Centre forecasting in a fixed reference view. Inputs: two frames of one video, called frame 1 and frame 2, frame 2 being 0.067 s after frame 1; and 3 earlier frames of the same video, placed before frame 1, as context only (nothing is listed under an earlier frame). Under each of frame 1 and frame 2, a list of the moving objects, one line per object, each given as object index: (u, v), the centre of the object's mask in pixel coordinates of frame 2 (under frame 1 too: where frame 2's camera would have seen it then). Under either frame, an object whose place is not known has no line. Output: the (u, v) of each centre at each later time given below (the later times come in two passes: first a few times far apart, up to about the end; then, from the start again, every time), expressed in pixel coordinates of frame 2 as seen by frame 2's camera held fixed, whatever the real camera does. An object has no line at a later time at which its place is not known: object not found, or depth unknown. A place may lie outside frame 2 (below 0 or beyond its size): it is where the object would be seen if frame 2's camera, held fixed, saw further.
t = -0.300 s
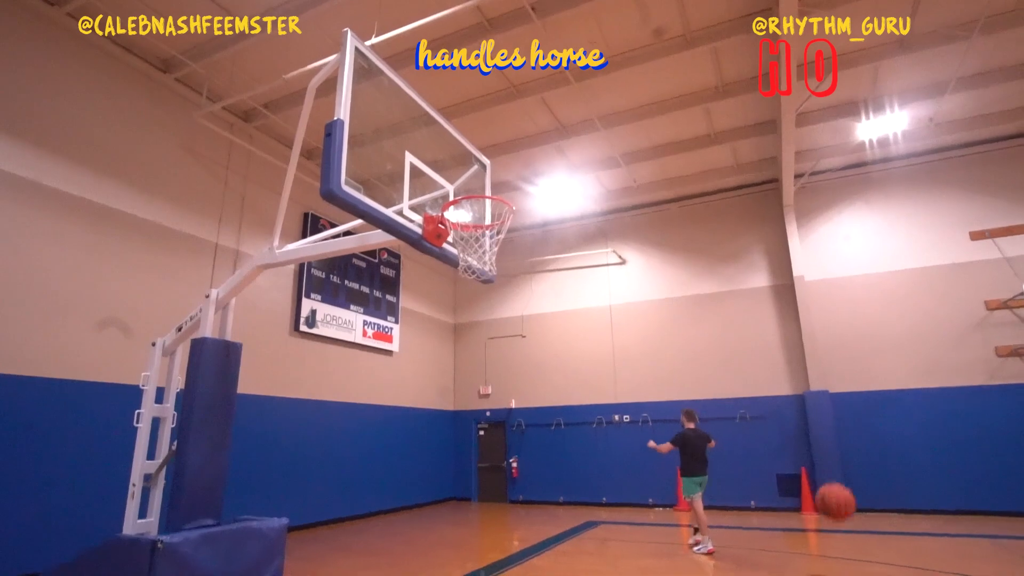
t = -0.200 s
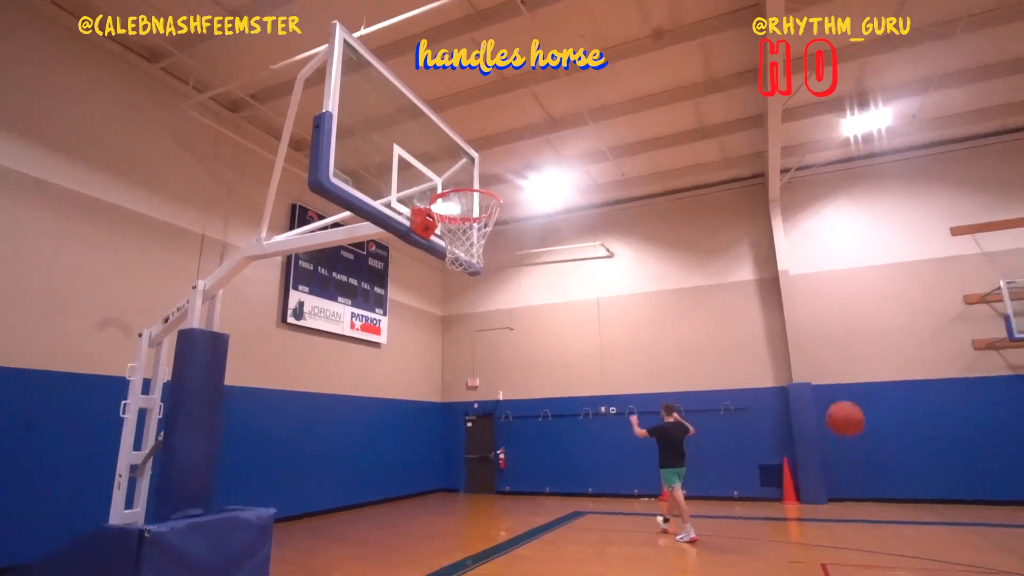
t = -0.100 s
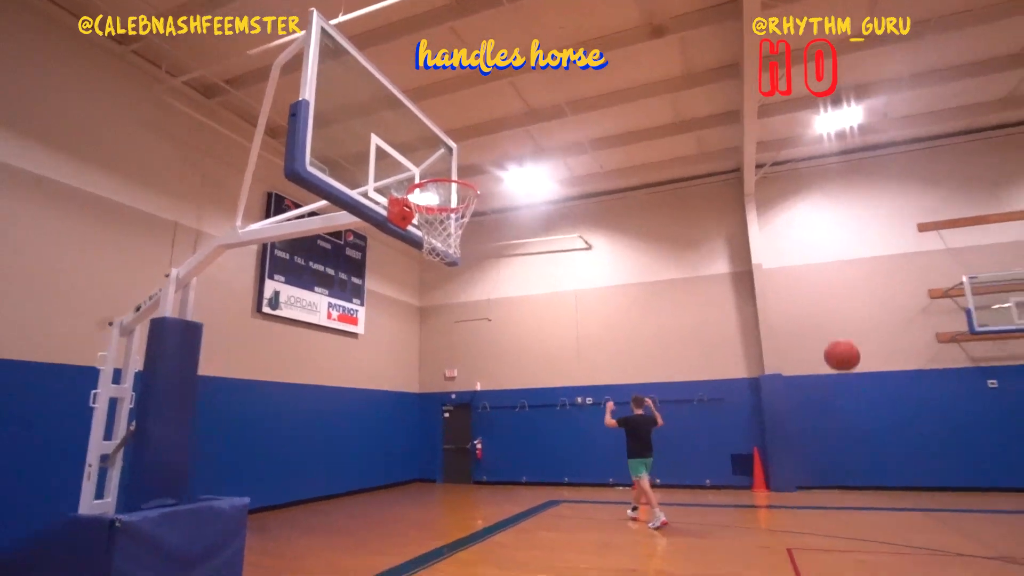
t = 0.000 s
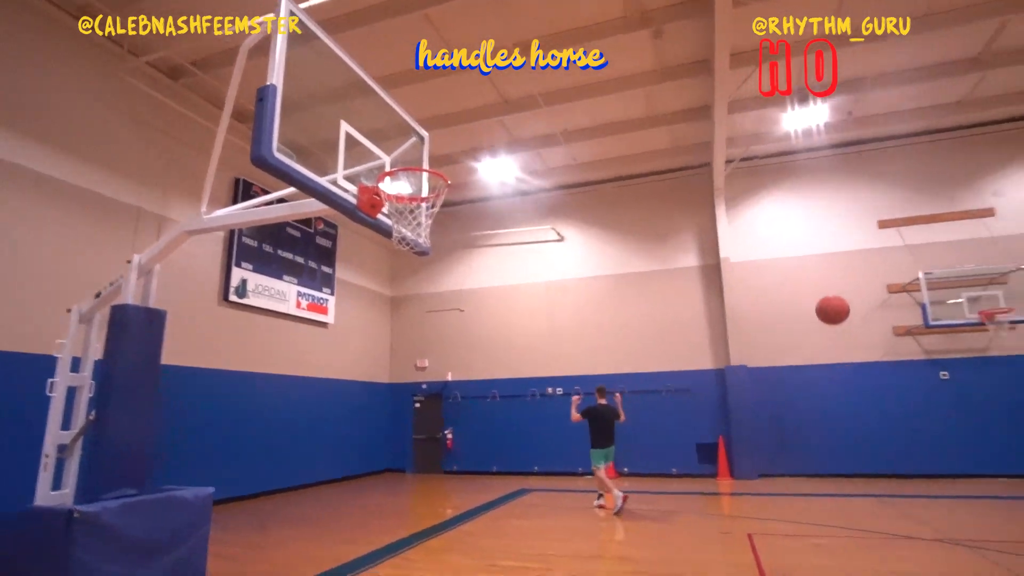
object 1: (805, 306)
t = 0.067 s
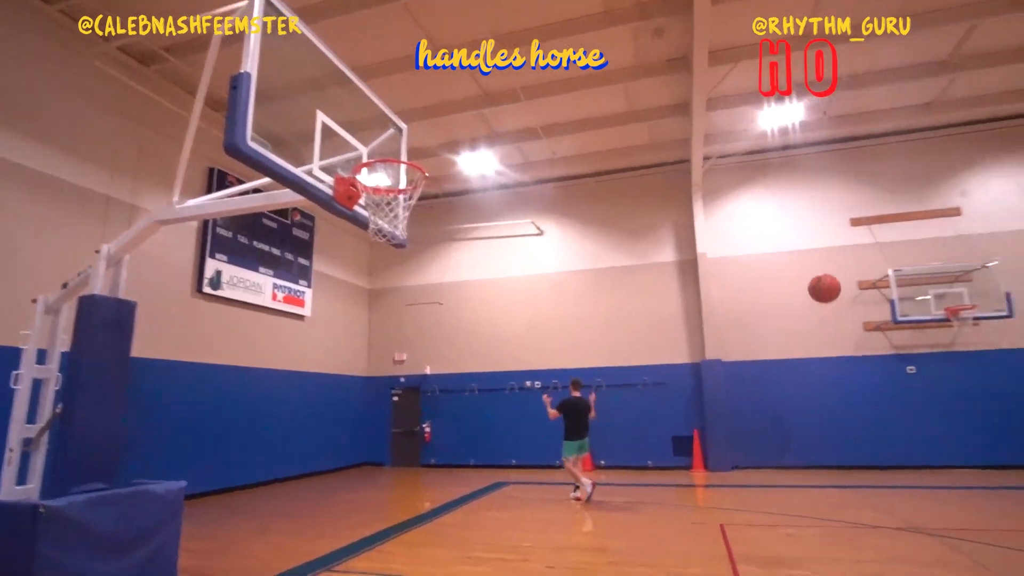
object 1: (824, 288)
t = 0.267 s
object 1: (885, 269)
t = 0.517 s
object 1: (970, 310)
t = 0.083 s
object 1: (829, 285)
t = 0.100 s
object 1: (834, 282)
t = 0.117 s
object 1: (839, 279)
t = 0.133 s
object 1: (844, 277)
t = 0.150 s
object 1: (849, 275)
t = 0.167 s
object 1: (854, 273)
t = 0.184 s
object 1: (859, 272)
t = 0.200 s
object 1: (864, 271)
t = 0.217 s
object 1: (869, 270)
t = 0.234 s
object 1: (874, 270)
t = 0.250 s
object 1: (879, 269)
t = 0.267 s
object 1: (885, 269)
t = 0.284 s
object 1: (890, 270)
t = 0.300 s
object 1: (896, 271)
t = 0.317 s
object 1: (901, 272)
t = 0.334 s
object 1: (906, 273)
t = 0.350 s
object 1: (912, 275)
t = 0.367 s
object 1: (917, 277)
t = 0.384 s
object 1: (923, 279)
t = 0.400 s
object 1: (929, 282)
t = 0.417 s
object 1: (934, 285)
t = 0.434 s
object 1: (940, 288)
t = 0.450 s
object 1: (946, 292)
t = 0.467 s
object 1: (952, 296)
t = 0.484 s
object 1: (958, 301)
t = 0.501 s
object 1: (963, 306)
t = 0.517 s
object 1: (970, 310)
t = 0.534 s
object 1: (977, 315)
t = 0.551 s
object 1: (983, 321)
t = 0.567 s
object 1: (990, 327)
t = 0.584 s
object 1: (996, 333)
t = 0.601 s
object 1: (1003, 339)
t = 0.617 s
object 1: (1009, 346)
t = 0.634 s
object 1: (1016, 354)
